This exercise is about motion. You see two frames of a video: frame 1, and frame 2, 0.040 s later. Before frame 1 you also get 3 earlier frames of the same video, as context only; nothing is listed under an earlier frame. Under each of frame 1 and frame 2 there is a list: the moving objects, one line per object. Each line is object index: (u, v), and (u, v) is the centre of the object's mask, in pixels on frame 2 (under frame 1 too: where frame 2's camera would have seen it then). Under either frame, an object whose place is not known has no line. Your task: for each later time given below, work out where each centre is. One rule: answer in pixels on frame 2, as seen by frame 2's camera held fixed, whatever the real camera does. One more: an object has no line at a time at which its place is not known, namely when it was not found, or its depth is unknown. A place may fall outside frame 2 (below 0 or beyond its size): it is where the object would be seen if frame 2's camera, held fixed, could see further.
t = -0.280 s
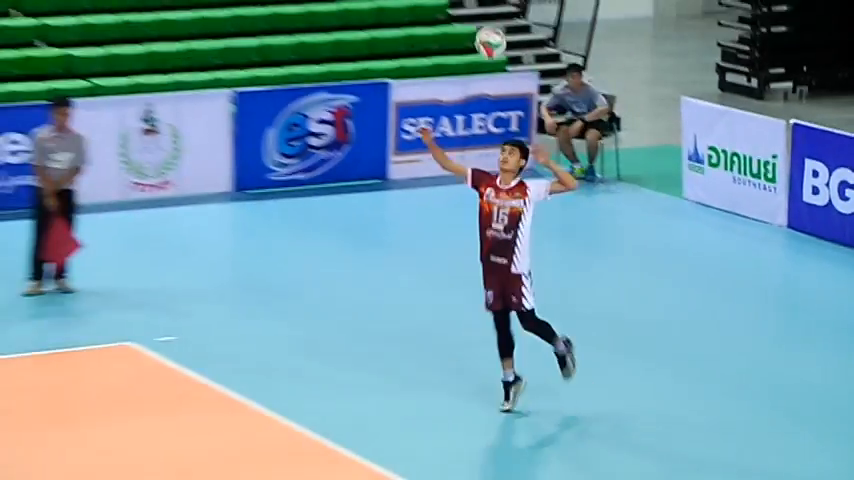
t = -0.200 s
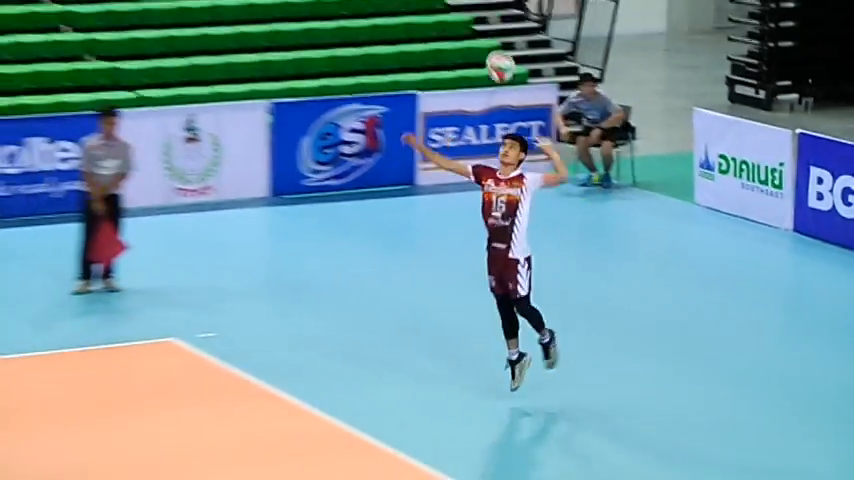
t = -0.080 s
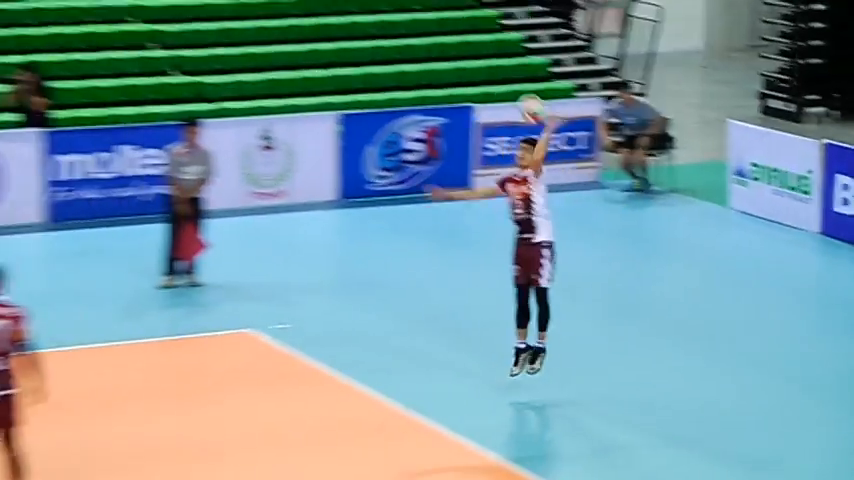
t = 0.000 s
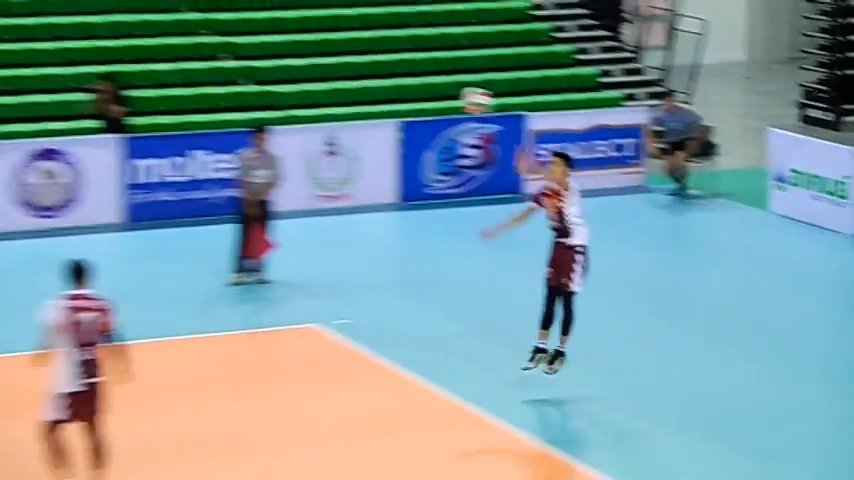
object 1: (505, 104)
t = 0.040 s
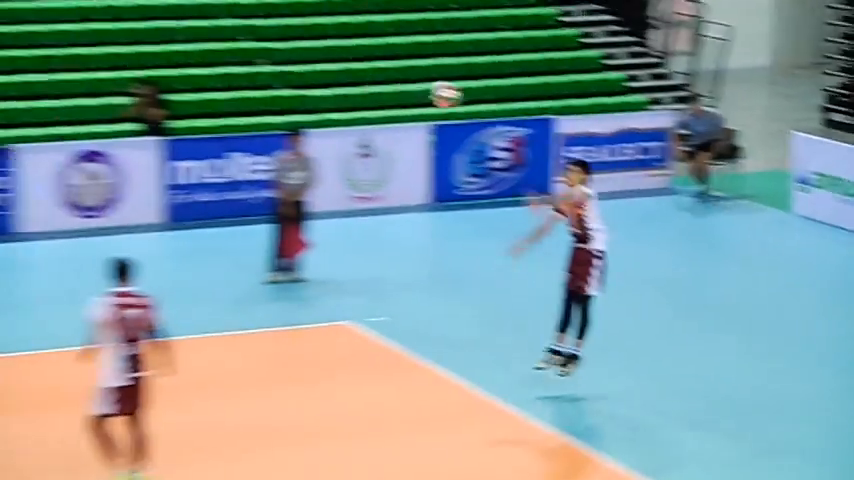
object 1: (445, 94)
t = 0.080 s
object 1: (383, 86)
